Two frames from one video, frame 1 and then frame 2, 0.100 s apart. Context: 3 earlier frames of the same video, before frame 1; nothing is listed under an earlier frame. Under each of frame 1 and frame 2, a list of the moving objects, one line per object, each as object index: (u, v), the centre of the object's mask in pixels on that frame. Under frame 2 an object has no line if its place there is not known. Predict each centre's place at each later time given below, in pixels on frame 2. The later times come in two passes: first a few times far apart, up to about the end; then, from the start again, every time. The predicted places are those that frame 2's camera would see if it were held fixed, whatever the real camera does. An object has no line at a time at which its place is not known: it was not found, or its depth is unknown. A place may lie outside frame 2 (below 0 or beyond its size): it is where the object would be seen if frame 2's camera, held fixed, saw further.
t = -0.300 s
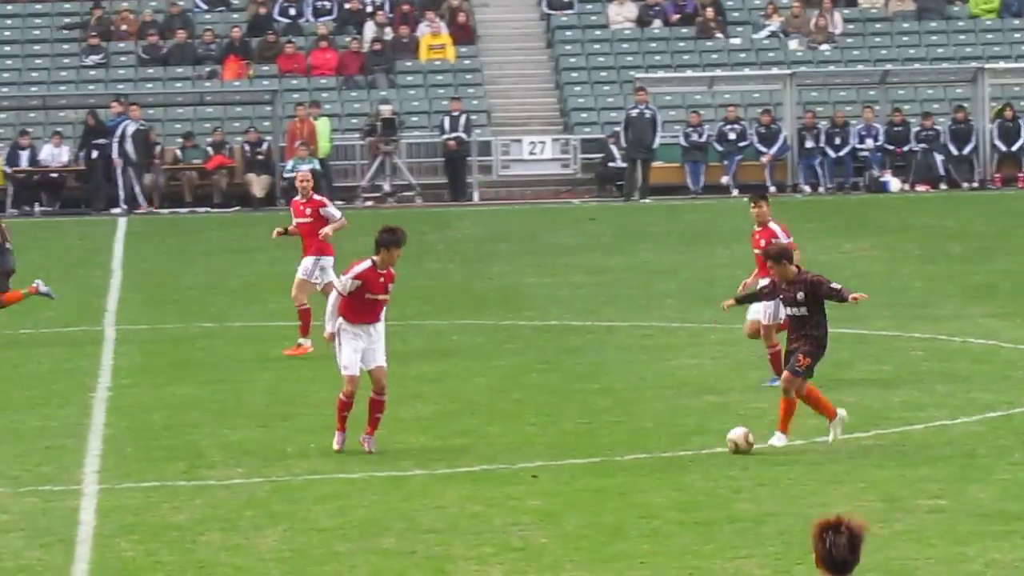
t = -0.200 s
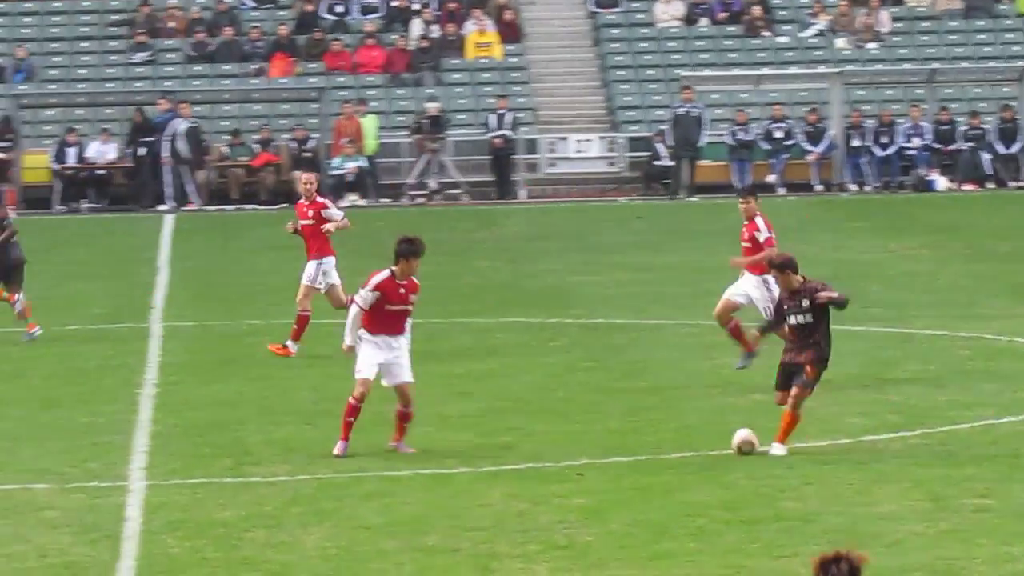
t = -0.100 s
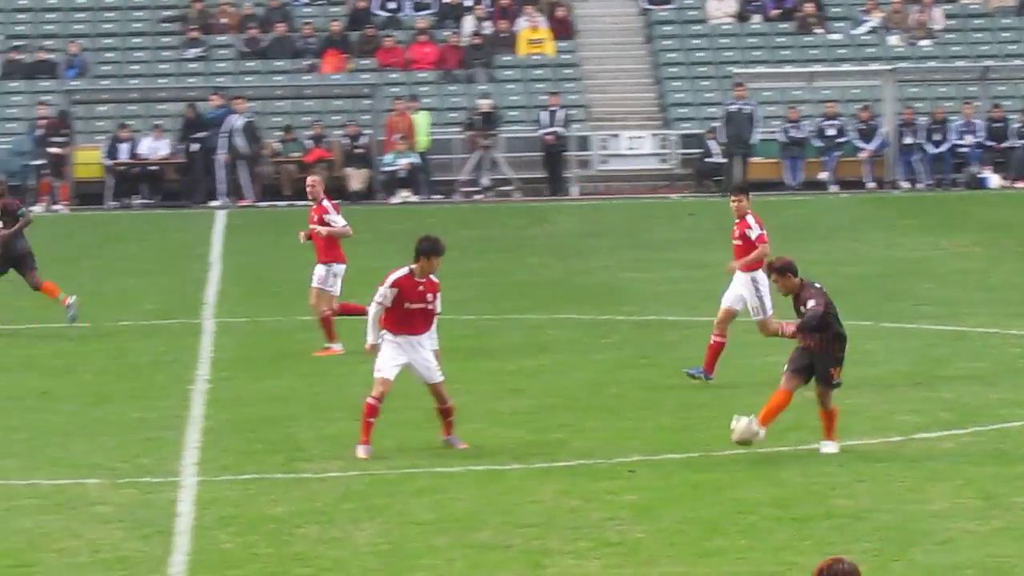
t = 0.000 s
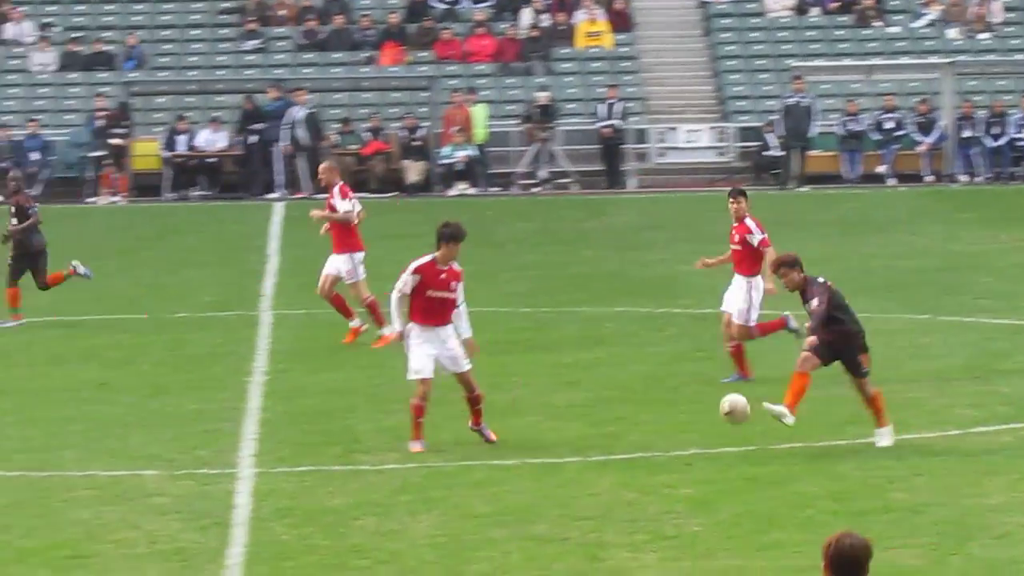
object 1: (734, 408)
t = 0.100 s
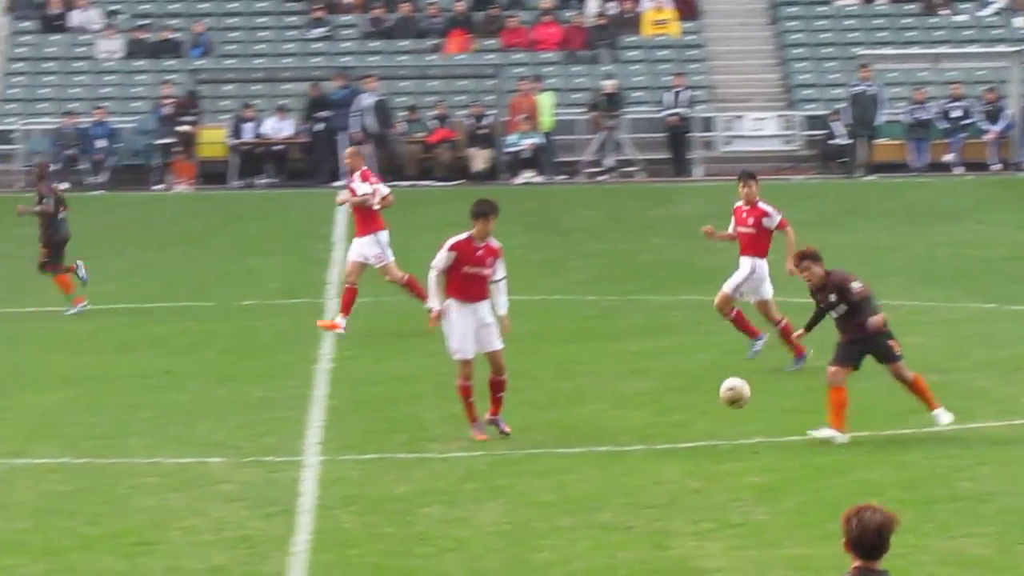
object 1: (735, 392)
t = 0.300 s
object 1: (606, 421)
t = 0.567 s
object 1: (450, 562)
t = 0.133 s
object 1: (713, 393)
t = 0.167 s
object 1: (690, 395)
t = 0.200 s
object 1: (669, 399)
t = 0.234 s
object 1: (648, 405)
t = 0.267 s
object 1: (627, 412)
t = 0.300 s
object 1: (606, 421)
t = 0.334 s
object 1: (588, 430)
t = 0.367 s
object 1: (568, 441)
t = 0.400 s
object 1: (547, 456)
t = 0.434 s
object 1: (528, 473)
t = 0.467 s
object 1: (508, 492)
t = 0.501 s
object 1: (489, 514)
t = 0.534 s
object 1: (469, 537)
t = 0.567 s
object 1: (450, 562)
